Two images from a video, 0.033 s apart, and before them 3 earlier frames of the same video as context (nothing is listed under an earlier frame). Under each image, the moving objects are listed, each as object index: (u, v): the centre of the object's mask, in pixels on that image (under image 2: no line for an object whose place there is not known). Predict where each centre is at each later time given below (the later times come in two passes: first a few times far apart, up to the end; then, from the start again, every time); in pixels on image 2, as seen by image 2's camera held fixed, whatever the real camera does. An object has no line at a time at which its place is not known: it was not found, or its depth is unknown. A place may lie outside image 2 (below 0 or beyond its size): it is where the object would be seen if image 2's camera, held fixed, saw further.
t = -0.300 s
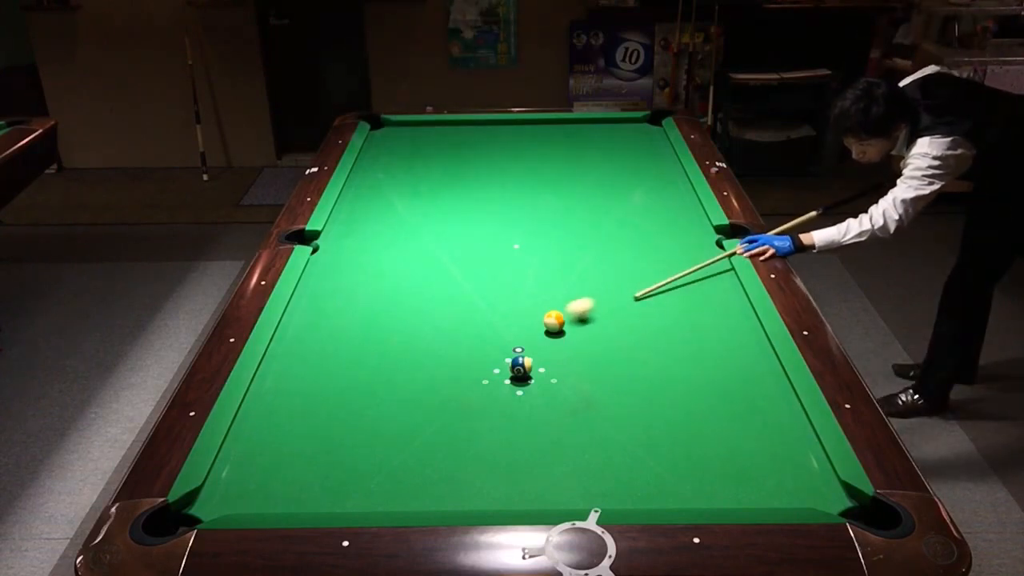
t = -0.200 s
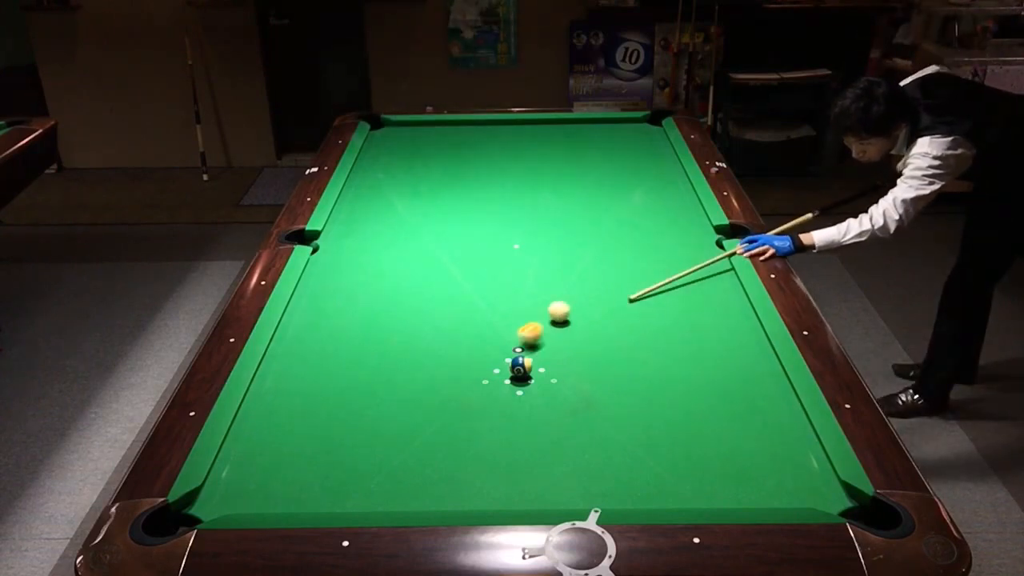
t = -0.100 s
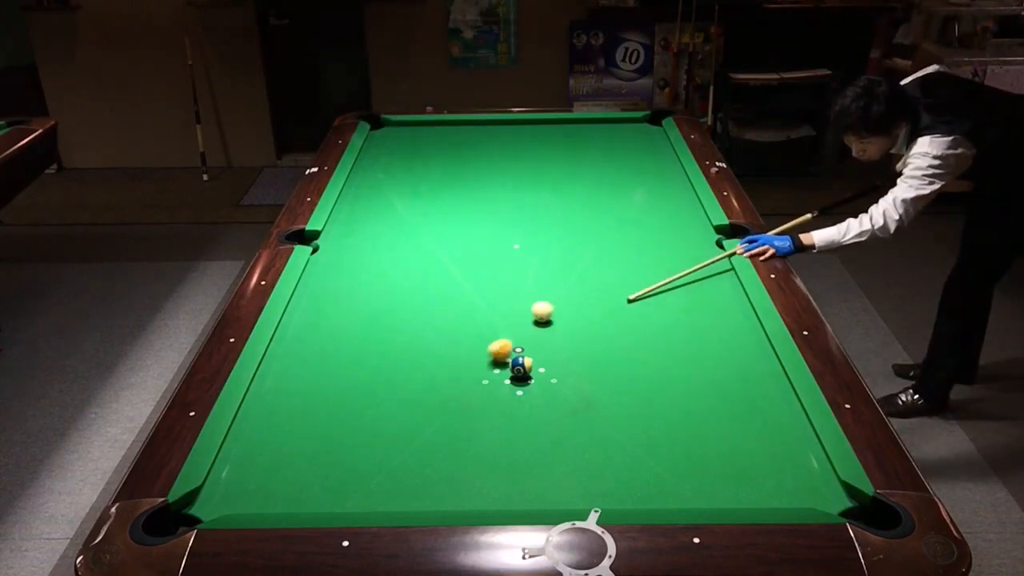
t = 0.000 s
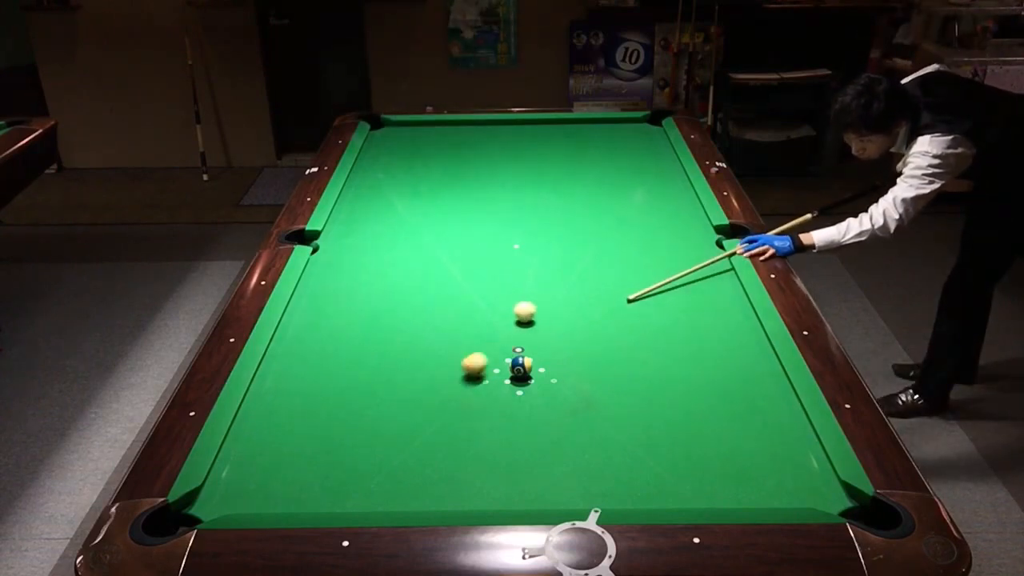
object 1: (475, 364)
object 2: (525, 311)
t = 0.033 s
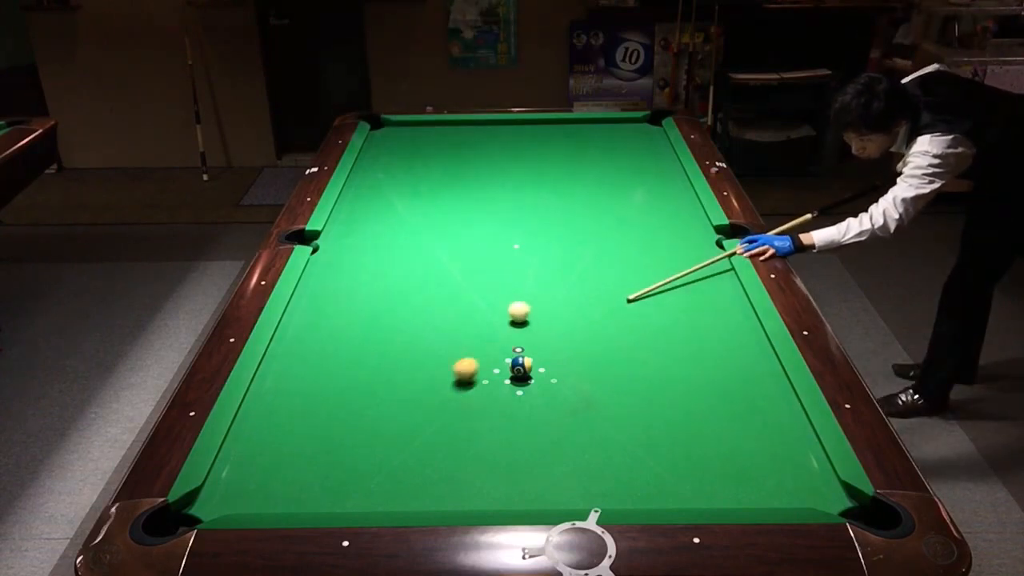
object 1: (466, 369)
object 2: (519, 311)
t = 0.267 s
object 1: (398, 407)
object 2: (479, 312)
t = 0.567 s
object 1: (302, 461)
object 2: (430, 314)
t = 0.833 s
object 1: (201, 512)
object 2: (389, 315)
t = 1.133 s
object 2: (345, 316)
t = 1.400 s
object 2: (308, 317)
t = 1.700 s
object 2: (304, 317)
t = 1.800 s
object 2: (311, 317)
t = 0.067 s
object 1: (456, 375)
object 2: (513, 312)
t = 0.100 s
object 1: (447, 380)
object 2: (507, 312)
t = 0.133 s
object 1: (438, 384)
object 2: (502, 312)
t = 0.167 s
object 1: (428, 390)
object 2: (496, 312)
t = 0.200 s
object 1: (419, 394)
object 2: (490, 312)
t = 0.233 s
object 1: (409, 401)
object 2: (485, 312)
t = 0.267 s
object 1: (398, 407)
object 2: (479, 312)
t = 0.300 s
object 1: (388, 412)
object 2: (474, 312)
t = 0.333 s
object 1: (378, 418)
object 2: (468, 313)
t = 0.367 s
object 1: (368, 424)
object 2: (463, 313)
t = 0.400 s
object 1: (357, 430)
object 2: (457, 313)
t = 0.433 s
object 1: (346, 436)
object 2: (452, 313)
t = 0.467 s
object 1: (335, 442)
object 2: (446, 313)
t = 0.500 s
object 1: (323, 448)
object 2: (441, 313)
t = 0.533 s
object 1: (312, 455)
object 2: (436, 313)
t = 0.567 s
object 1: (302, 461)
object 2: (430, 314)
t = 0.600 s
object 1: (289, 467)
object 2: (425, 314)
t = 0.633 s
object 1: (277, 474)
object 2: (420, 314)
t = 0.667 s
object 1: (265, 480)
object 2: (415, 314)
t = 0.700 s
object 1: (253, 486)
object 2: (410, 314)
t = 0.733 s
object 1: (240, 493)
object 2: (404, 314)
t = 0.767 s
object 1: (228, 499)
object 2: (399, 314)
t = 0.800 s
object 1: (215, 505)
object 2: (394, 315)
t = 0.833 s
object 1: (201, 512)
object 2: (389, 315)
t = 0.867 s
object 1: (189, 520)
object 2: (384, 315)
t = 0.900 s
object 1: (178, 528)
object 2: (379, 315)
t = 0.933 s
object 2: (374, 315)
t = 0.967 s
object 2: (369, 315)
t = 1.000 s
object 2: (364, 315)
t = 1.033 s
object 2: (359, 315)
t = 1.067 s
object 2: (355, 316)
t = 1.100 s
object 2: (350, 316)
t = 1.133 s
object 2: (345, 316)
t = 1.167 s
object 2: (340, 316)
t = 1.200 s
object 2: (335, 316)
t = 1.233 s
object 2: (331, 316)
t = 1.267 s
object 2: (326, 316)
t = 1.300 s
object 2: (321, 316)
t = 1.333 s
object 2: (317, 316)
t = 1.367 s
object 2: (312, 317)
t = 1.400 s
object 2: (308, 317)
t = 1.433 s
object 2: (303, 317)
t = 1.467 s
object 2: (299, 317)
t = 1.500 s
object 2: (294, 317)
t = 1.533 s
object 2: (292, 317)
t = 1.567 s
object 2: (295, 317)
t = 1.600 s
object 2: (297, 317)
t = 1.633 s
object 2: (300, 317)
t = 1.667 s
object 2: (302, 317)
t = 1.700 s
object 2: (304, 317)
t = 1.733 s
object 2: (306, 317)
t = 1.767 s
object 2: (309, 317)
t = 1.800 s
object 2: (311, 317)
